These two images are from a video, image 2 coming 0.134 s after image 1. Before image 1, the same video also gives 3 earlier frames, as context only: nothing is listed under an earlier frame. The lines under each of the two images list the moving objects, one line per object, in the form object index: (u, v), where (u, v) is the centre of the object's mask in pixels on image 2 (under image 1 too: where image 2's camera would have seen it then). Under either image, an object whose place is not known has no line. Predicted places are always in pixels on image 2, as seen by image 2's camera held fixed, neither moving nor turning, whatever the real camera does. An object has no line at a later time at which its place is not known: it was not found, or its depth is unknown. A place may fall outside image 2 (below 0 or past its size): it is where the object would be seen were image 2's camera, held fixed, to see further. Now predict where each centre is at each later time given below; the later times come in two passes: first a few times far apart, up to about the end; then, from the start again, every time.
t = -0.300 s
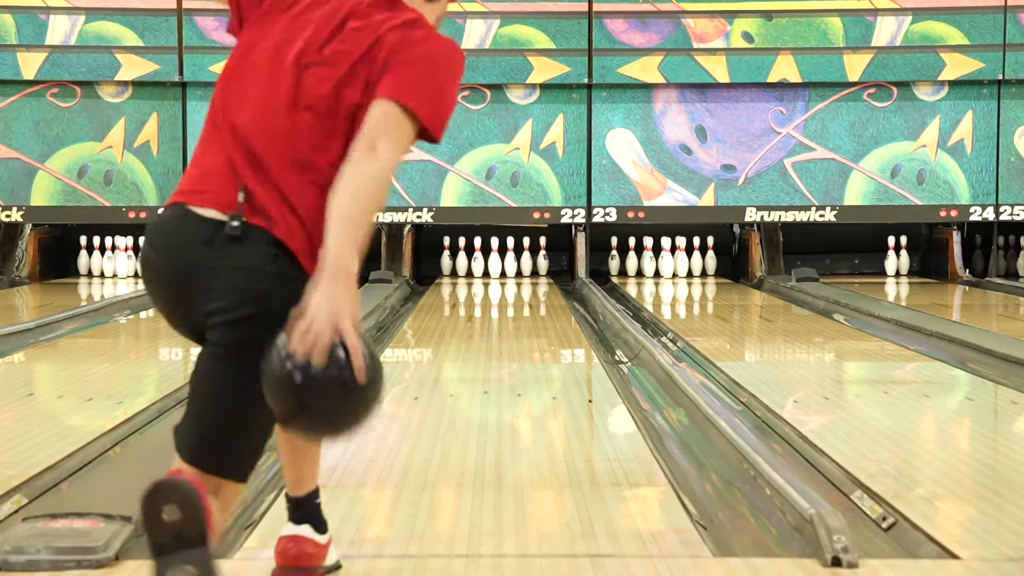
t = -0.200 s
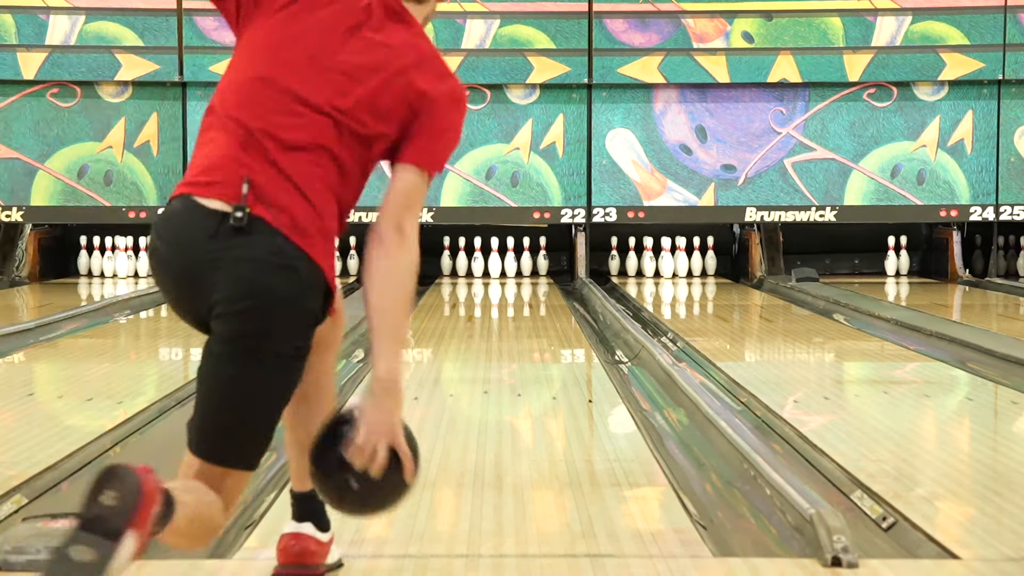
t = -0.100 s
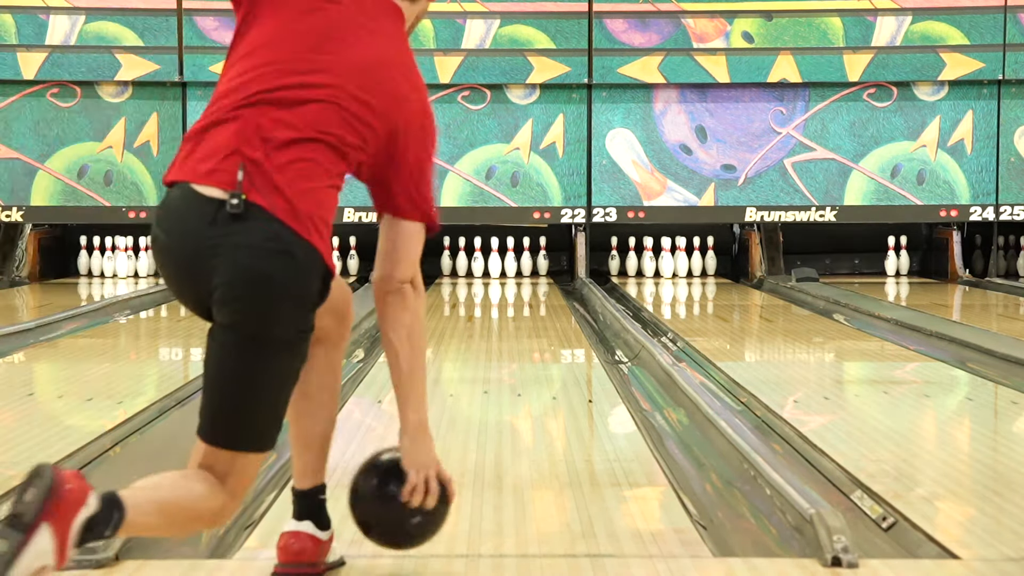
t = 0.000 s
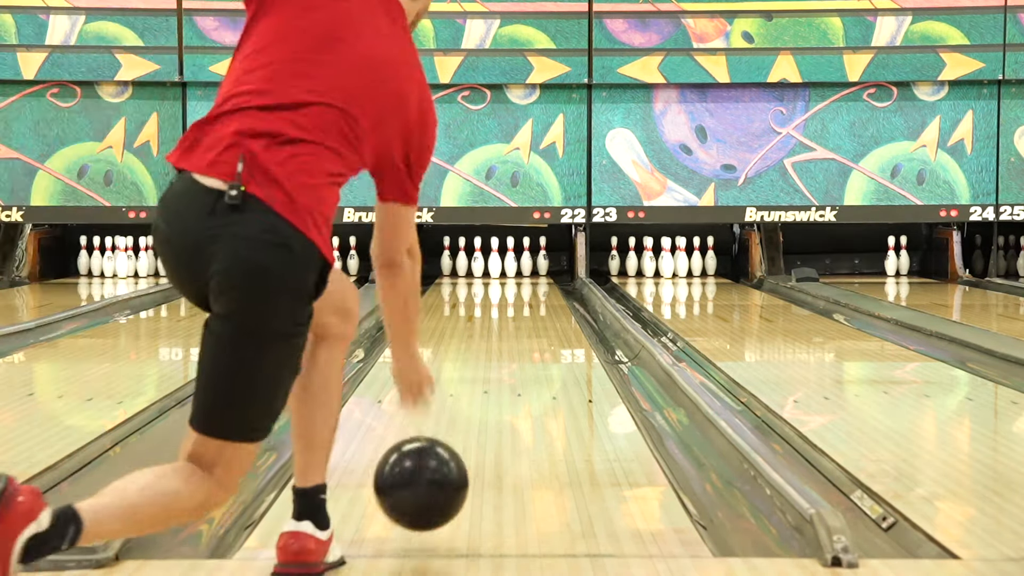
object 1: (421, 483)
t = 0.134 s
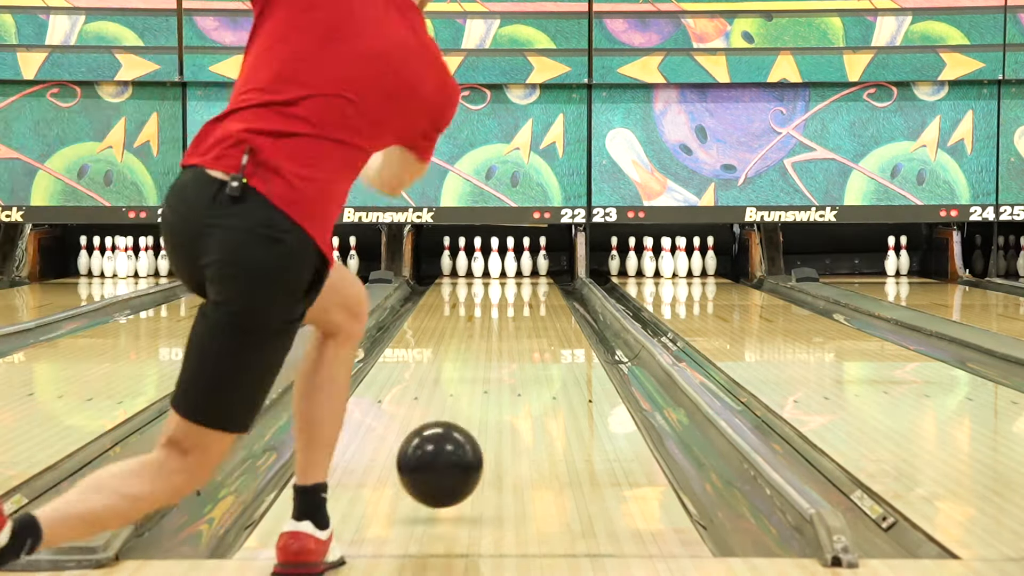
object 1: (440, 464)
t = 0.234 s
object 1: (451, 458)
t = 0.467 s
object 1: (474, 424)
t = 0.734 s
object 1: (494, 390)
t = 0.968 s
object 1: (516, 355)
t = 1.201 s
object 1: (530, 330)
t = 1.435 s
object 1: (539, 312)
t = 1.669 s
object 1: (544, 298)
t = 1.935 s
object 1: (542, 286)
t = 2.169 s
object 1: (531, 277)
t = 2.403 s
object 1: (514, 271)
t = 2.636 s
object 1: (501, 268)
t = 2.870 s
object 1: (494, 266)
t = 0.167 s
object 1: (443, 462)
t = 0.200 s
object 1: (447, 462)
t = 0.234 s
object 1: (451, 458)
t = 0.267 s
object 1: (455, 451)
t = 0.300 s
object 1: (458, 447)
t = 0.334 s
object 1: (462, 442)
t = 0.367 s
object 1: (465, 437)
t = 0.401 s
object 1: (468, 433)
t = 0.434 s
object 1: (471, 429)
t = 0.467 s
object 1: (474, 424)
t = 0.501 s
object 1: (476, 420)
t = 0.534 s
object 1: (479, 416)
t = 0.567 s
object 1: (481, 412)
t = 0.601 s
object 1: (484, 408)
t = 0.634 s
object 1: (486, 404)
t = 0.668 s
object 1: (488, 400)
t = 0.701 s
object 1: (491, 397)
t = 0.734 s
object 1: (494, 390)
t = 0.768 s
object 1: (498, 384)
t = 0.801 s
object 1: (502, 378)
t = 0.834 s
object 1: (505, 373)
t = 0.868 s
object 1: (508, 368)
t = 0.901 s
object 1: (511, 363)
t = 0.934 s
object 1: (514, 358)
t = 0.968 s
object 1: (516, 355)
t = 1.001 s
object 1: (519, 351)
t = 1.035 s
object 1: (521, 346)
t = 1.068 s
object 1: (523, 343)
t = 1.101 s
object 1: (525, 339)
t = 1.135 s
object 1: (527, 336)
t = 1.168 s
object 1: (529, 333)
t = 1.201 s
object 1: (530, 330)
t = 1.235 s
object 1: (532, 327)
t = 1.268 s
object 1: (533, 324)
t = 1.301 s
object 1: (535, 322)
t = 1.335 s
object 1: (536, 319)
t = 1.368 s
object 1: (537, 317)
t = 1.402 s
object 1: (538, 314)
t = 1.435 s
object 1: (539, 312)
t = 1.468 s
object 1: (540, 310)
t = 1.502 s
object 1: (541, 308)
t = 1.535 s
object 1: (542, 306)
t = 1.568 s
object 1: (542, 304)
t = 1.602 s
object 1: (543, 302)
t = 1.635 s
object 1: (543, 300)
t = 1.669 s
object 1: (544, 298)
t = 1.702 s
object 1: (544, 296)
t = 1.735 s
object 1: (544, 295)
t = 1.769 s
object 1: (544, 293)
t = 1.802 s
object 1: (544, 292)
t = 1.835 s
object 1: (544, 290)
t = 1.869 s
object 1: (543, 289)
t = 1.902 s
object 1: (543, 287)
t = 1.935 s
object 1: (542, 286)
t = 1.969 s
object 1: (541, 284)
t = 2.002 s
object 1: (540, 283)
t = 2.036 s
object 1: (538, 282)
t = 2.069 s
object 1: (537, 281)
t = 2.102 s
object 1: (535, 280)
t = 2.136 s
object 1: (533, 279)
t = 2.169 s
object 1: (531, 277)
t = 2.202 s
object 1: (529, 277)
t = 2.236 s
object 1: (527, 275)
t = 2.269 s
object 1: (524, 275)
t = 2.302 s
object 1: (522, 274)
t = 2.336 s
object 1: (519, 273)
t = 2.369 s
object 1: (517, 272)
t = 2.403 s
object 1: (514, 271)
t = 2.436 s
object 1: (511, 271)
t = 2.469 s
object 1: (508, 270)
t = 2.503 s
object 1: (506, 269)
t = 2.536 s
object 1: (504, 269)
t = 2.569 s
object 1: (503, 268)
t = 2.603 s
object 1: (501, 268)
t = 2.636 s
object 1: (501, 268)
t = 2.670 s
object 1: (500, 267)
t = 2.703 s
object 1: (501, 267)
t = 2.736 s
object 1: (500, 267)
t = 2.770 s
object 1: (498, 267)
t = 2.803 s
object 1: (497, 267)
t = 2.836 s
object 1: (495, 266)
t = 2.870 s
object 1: (494, 266)
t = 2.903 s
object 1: (494, 266)
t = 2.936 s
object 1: (493, 266)
